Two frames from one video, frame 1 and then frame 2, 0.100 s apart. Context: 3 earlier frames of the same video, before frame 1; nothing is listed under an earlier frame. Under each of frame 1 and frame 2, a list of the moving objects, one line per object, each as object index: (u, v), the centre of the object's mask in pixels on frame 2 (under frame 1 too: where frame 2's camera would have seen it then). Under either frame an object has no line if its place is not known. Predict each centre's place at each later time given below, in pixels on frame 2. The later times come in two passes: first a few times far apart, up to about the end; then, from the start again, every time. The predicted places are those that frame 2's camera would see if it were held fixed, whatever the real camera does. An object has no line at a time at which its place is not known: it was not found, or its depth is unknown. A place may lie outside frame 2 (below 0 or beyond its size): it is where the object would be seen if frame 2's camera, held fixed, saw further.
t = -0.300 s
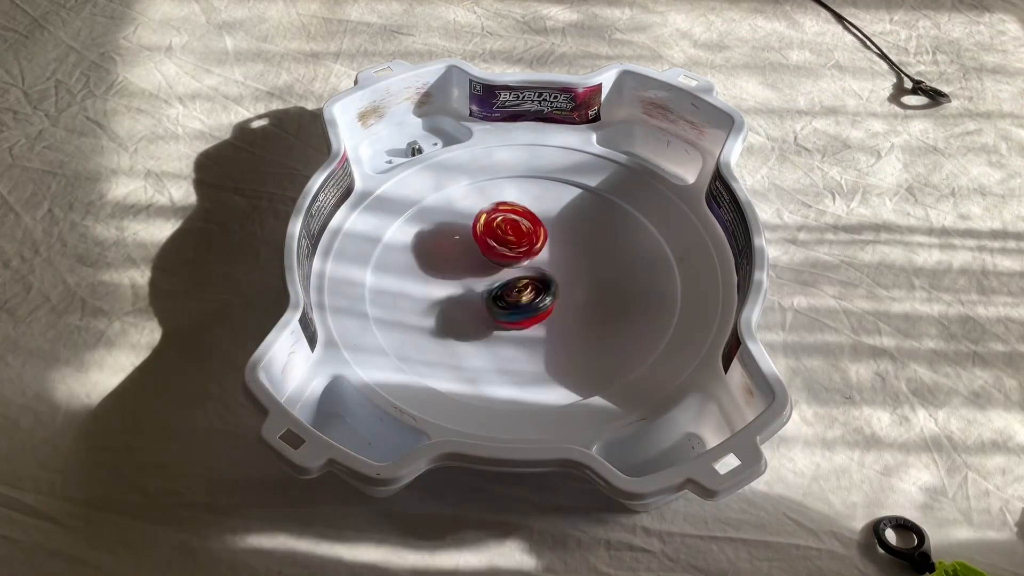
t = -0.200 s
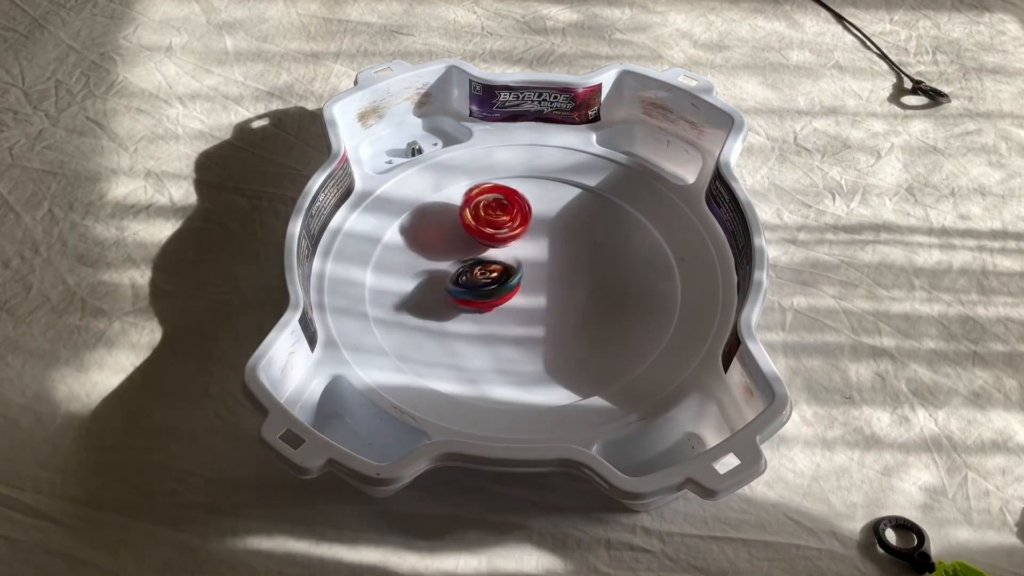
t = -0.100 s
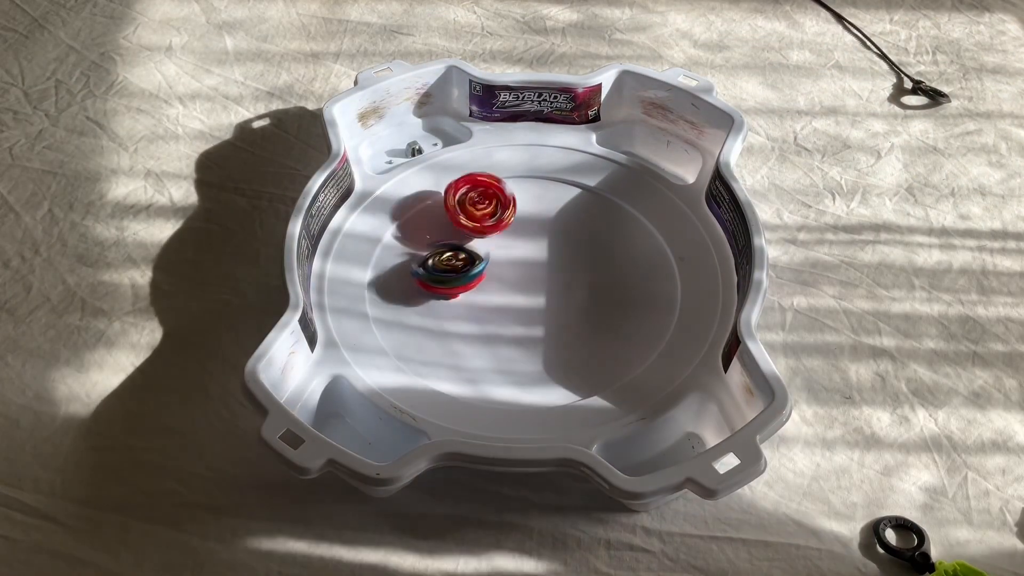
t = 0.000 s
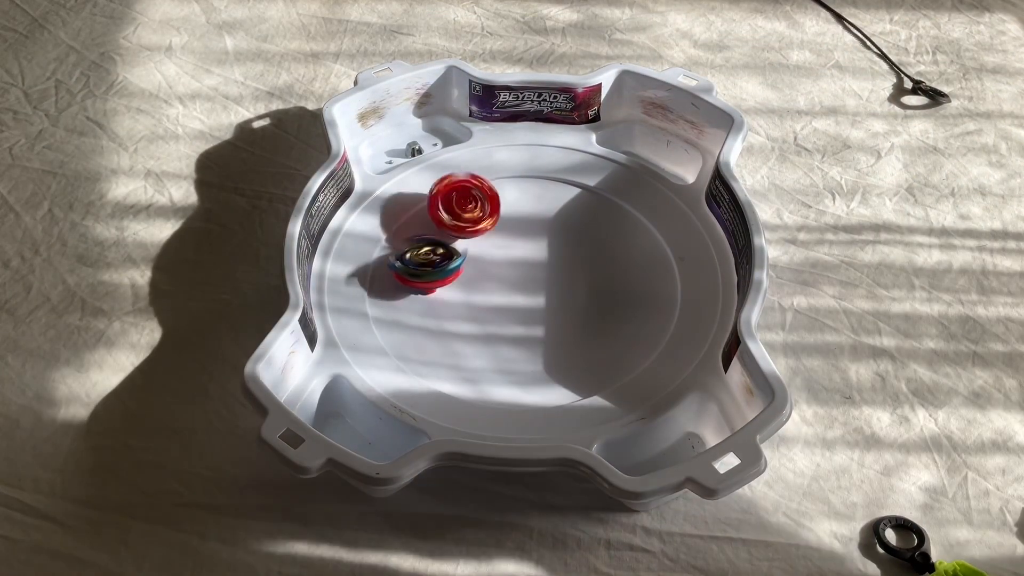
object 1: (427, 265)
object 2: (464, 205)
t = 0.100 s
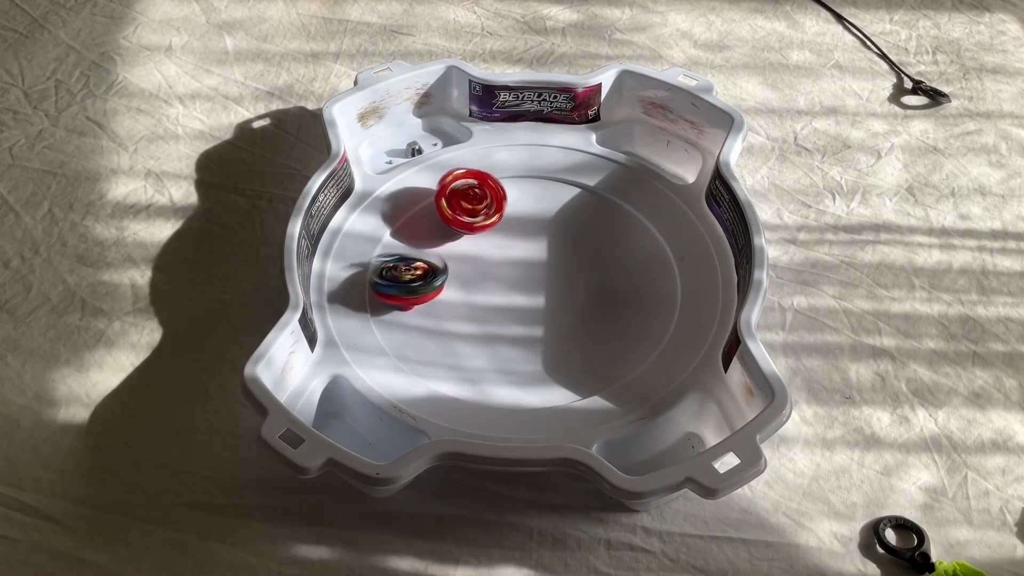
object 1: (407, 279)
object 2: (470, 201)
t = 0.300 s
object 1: (401, 318)
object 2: (496, 213)
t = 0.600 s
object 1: (421, 333)
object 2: (540, 236)
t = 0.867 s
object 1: (421, 283)
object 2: (566, 232)
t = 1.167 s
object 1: (425, 237)
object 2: (570, 261)
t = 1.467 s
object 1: (415, 211)
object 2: (558, 286)
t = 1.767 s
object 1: (434, 209)
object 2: (536, 300)
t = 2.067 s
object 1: (508, 211)
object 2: (505, 298)
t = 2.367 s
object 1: (530, 185)
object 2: (476, 278)
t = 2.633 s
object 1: (525, 211)
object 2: (443, 280)
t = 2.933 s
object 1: (596, 203)
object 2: (446, 315)
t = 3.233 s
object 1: (569, 204)
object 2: (535, 269)
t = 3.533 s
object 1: (572, 197)
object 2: (457, 313)
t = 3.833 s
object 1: (625, 224)
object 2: (386, 342)
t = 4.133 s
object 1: (603, 229)
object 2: (371, 424)
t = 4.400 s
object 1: (527, 302)
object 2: (320, 390)
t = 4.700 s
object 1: (542, 336)
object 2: (325, 394)
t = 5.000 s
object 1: (539, 290)
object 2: (325, 395)
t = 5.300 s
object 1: (440, 271)
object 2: (325, 395)
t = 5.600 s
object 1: (464, 317)
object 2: (324, 395)
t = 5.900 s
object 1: (531, 236)
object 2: (325, 395)
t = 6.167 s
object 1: (460, 190)
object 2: (325, 395)
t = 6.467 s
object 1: (472, 270)
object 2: (325, 395)
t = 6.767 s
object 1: (581, 269)
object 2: (325, 395)
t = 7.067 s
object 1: (565, 207)
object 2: (325, 395)
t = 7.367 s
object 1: (488, 283)
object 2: (325, 395)
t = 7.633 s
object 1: (529, 330)
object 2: (324, 395)
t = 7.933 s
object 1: (579, 279)
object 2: (324, 395)
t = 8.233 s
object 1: (467, 236)
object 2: (324, 395)
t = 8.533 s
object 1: (419, 280)
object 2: (323, 395)
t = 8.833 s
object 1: (534, 284)
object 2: (323, 395)
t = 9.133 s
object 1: (545, 203)
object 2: (324, 395)
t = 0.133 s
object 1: (404, 287)
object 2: (473, 200)
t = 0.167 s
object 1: (401, 293)
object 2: (478, 202)
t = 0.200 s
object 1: (398, 300)
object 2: (482, 204)
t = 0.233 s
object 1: (397, 307)
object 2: (486, 207)
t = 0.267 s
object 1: (398, 314)
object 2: (491, 210)
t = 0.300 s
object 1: (401, 318)
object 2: (496, 213)
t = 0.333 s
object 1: (402, 324)
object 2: (502, 216)
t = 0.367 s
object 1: (406, 329)
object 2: (507, 220)
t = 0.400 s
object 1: (410, 332)
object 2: (512, 223)
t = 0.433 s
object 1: (411, 334)
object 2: (518, 226)
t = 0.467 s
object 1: (415, 336)
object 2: (524, 228)
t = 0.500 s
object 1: (417, 336)
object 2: (529, 231)
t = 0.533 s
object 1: (419, 337)
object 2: (533, 233)
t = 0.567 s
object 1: (421, 335)
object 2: (537, 235)
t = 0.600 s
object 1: (421, 333)
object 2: (540, 236)
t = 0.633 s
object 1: (422, 329)
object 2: (544, 236)
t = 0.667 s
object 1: (422, 323)
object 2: (547, 235)
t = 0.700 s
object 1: (422, 318)
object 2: (550, 235)
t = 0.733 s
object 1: (421, 311)
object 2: (554, 234)
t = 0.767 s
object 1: (420, 303)
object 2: (557, 232)
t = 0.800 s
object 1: (421, 297)
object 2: (560, 231)
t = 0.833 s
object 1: (421, 290)
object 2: (564, 231)
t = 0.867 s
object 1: (421, 283)
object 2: (566, 232)
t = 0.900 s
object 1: (423, 277)
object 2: (569, 235)
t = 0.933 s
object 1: (423, 271)
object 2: (571, 236)
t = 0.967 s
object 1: (424, 264)
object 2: (572, 239)
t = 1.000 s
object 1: (425, 259)
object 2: (572, 242)
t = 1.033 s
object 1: (426, 253)
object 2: (572, 246)
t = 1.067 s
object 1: (425, 249)
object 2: (572, 250)
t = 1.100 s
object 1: (424, 243)
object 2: (572, 253)
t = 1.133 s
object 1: (425, 239)
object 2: (571, 257)
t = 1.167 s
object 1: (425, 237)
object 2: (570, 261)
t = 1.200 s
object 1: (425, 235)
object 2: (569, 263)
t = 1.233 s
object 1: (424, 232)
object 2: (568, 267)
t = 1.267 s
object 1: (422, 229)
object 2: (567, 270)
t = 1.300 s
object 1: (421, 227)
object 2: (565, 273)
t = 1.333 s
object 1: (420, 224)
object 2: (564, 276)
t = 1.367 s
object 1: (419, 221)
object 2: (563, 279)
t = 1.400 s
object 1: (417, 218)
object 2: (561, 281)
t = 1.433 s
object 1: (416, 214)
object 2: (560, 284)
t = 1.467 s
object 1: (415, 211)
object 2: (558, 286)
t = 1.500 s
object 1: (414, 209)
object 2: (556, 288)
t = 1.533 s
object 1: (412, 206)
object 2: (554, 290)
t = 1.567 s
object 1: (411, 203)
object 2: (552, 292)
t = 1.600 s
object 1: (413, 204)
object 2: (549, 294)
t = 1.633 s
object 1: (415, 206)
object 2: (547, 295)
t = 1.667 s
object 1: (418, 207)
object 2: (544, 298)
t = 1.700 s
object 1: (423, 207)
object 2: (541, 298)
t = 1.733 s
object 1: (428, 208)
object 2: (539, 300)
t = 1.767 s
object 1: (434, 209)
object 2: (536, 300)
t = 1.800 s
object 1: (441, 210)
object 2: (533, 301)
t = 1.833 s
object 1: (450, 211)
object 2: (529, 301)
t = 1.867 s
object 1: (458, 213)
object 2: (526, 301)
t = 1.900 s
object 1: (466, 214)
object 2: (522, 301)
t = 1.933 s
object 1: (474, 214)
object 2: (519, 301)
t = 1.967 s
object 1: (482, 214)
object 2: (516, 300)
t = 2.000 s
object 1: (490, 214)
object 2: (512, 299)
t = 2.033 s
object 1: (500, 213)
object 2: (508, 298)
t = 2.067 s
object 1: (508, 211)
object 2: (505, 298)
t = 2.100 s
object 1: (516, 209)
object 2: (501, 296)
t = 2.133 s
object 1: (523, 207)
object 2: (498, 294)
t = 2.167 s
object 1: (528, 203)
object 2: (494, 292)
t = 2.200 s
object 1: (532, 200)
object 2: (490, 289)
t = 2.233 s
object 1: (535, 197)
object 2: (487, 287)
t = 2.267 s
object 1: (536, 193)
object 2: (484, 285)
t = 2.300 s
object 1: (535, 191)
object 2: (482, 282)
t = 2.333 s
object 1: (533, 187)
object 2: (479, 280)
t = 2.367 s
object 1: (530, 185)
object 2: (476, 278)
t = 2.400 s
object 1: (527, 181)
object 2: (475, 276)
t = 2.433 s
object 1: (523, 180)
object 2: (473, 274)
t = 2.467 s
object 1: (520, 180)
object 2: (471, 271)
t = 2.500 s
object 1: (515, 184)
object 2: (470, 269)
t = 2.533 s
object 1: (512, 190)
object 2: (470, 266)
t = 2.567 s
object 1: (508, 200)
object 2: (470, 264)
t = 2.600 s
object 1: (511, 210)
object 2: (462, 267)
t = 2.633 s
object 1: (525, 211)
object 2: (443, 280)
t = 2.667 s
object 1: (540, 212)
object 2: (428, 290)
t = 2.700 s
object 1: (553, 212)
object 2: (417, 299)
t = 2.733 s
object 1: (566, 212)
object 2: (412, 305)
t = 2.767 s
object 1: (576, 211)
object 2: (410, 310)
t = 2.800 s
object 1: (584, 210)
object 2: (411, 314)
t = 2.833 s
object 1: (589, 209)
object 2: (417, 315)
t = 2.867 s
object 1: (592, 208)
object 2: (424, 315)
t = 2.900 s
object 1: (594, 205)
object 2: (434, 317)
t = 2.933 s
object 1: (596, 203)
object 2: (446, 315)
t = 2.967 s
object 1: (597, 201)
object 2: (458, 314)
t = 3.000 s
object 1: (598, 199)
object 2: (472, 312)
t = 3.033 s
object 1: (599, 195)
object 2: (483, 308)
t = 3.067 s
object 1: (599, 193)
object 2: (496, 303)
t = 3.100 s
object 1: (598, 190)
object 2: (506, 296)
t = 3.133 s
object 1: (593, 189)
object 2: (516, 289)
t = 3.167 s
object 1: (586, 191)
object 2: (525, 283)
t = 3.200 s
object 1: (578, 196)
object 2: (531, 276)
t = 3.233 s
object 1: (569, 204)
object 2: (535, 269)
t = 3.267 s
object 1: (568, 205)
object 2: (526, 273)
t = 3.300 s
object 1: (573, 198)
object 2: (504, 286)
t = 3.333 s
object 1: (577, 193)
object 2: (485, 296)
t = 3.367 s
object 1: (580, 191)
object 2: (468, 302)
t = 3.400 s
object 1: (583, 188)
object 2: (457, 306)
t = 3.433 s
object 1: (582, 188)
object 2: (451, 309)
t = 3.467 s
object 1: (580, 188)
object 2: (449, 311)
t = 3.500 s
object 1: (576, 192)
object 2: (452, 312)
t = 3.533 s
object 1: (572, 197)
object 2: (457, 313)
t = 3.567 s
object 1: (565, 205)
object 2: (464, 314)
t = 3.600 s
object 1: (558, 215)
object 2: (472, 314)
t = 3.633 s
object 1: (552, 227)
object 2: (481, 312)
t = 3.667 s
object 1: (549, 240)
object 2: (490, 310)
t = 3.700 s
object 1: (546, 252)
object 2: (499, 306)
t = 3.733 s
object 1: (560, 251)
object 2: (480, 313)
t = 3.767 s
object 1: (586, 241)
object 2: (440, 332)
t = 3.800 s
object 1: (610, 232)
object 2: (408, 341)
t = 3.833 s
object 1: (625, 224)
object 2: (386, 342)
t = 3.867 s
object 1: (637, 218)
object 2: (365, 349)
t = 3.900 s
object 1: (646, 213)
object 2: (346, 369)
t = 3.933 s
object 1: (645, 213)
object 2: (322, 386)
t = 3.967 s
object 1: (639, 213)
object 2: (338, 403)
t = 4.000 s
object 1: (634, 216)
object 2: (354, 417)
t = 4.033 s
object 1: (628, 218)
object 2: (372, 424)
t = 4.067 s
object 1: (621, 220)
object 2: (376, 426)
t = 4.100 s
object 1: (613, 225)
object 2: (375, 425)
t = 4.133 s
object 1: (603, 229)
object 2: (371, 424)
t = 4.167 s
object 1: (589, 237)
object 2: (364, 421)
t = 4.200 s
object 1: (578, 246)
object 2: (357, 416)
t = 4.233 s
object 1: (567, 255)
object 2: (346, 410)
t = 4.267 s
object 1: (555, 265)
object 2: (337, 402)
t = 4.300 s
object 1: (547, 275)
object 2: (326, 394)
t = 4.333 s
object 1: (539, 284)
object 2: (324, 392)
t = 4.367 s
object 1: (532, 293)
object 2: (324, 391)
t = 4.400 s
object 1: (527, 302)
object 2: (320, 390)
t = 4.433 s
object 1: (522, 310)
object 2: (322, 391)
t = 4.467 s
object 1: (520, 317)
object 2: (325, 393)
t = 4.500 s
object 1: (520, 323)
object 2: (325, 394)
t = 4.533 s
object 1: (520, 328)
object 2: (323, 393)
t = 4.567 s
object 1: (523, 332)
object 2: (325, 394)
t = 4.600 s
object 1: (525, 334)
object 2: (325, 394)
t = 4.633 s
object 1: (530, 336)
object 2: (325, 394)
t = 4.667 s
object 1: (536, 336)
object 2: (325, 394)
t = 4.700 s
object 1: (542, 336)
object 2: (325, 394)
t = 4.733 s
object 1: (549, 334)
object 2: (325, 394)
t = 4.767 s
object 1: (556, 333)
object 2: (325, 394)
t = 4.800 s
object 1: (562, 331)
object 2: (325, 394)
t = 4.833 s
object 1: (568, 326)
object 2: (325, 395)
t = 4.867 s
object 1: (569, 320)
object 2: (324, 395)
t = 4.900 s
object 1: (568, 312)
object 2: (324, 395)
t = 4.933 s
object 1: (561, 304)
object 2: (325, 395)
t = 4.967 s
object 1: (552, 297)
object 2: (325, 395)
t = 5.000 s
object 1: (539, 290)
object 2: (325, 395)
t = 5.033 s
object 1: (527, 284)
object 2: (325, 395)
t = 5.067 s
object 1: (513, 279)
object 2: (325, 395)
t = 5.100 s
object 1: (500, 276)
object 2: (325, 395)
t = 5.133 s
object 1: (488, 273)
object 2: (325, 395)
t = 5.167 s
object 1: (477, 271)
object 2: (325, 395)
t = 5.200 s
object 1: (467, 270)
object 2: (325, 395)
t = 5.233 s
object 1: (457, 269)
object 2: (325, 395)
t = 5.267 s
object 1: (449, 270)
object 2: (325, 395)
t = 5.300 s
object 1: (440, 271)
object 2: (325, 395)
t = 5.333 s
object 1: (434, 275)
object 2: (325, 395)
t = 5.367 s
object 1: (428, 279)
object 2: (325, 395)
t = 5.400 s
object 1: (424, 284)
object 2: (325, 395)
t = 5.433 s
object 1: (421, 291)
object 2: (325, 395)
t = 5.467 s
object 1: (423, 299)
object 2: (325, 395)
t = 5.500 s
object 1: (428, 306)
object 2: (325, 395)
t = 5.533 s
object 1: (437, 312)
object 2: (325, 395)
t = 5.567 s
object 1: (449, 316)
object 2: (325, 395)
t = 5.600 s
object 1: (464, 317)
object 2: (324, 395)
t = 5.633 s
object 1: (479, 314)
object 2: (325, 395)
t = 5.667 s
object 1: (494, 308)
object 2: (325, 395)
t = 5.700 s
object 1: (505, 300)
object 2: (325, 395)
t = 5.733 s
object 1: (516, 290)
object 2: (325, 395)
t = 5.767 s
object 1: (523, 279)
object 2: (325, 395)
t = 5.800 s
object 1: (529, 268)
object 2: (325, 395)
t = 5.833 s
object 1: (532, 257)
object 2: (325, 395)
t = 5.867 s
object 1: (533, 248)
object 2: (325, 395)
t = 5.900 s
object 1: (531, 236)
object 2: (325, 395)
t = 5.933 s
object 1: (529, 227)
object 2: (325, 395)
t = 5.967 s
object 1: (523, 217)
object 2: (325, 395)
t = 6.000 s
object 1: (517, 208)
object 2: (325, 395)
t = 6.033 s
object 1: (506, 202)
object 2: (325, 395)
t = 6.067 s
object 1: (496, 196)
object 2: (325, 395)
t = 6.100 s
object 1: (484, 193)
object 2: (325, 395)
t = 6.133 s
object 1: (472, 190)
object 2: (325, 395)
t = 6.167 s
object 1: (460, 190)
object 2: (325, 395)
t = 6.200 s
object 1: (450, 191)
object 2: (325, 395)
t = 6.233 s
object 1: (441, 196)
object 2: (325, 395)
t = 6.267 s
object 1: (433, 202)
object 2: (325, 395)
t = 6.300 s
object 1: (432, 212)
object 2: (325, 395)
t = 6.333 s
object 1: (432, 224)
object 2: (325, 395)
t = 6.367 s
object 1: (436, 236)
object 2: (325, 395)
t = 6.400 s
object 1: (446, 250)
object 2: (325, 395)
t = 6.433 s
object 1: (456, 260)
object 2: (325, 395)
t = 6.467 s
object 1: (472, 270)
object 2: (325, 395)
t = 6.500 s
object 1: (486, 277)
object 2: (325, 395)
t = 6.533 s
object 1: (503, 282)
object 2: (325, 395)
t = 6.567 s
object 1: (518, 286)
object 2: (325, 395)
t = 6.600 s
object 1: (532, 286)
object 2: (325, 395)
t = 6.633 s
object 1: (545, 287)
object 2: (325, 395)
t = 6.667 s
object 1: (555, 284)
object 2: (325, 395)
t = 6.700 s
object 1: (565, 281)
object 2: (325, 395)
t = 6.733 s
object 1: (572, 276)
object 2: (325, 395)
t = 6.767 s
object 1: (581, 269)
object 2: (325, 395)
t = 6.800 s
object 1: (587, 263)
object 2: (325, 395)
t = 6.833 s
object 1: (592, 255)
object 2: (325, 395)
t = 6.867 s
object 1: (596, 246)
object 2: (325, 395)
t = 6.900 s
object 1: (598, 237)
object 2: (325, 395)
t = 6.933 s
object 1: (598, 227)
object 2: (325, 395)
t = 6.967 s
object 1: (593, 219)
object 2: (325, 395)
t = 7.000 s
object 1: (586, 213)
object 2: (325, 395)
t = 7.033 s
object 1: (577, 208)
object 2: (325, 395)
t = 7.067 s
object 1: (565, 207)
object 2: (325, 395)
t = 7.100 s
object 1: (551, 207)
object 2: (325, 395)
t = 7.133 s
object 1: (538, 212)
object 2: (325, 395)
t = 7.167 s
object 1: (525, 219)
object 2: (324, 395)
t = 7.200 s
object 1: (513, 228)
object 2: (325, 395)
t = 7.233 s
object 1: (504, 239)
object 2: (325, 395)
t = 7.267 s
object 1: (496, 250)
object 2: (325, 395)
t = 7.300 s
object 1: (492, 261)
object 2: (325, 395)
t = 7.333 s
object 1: (489, 274)
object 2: (325, 395)
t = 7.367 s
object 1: (488, 283)
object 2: (325, 395)
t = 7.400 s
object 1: (490, 293)
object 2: (325, 395)
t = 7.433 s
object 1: (491, 302)
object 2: (325, 395)
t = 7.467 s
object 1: (495, 309)
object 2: (324, 395)
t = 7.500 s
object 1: (501, 315)
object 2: (324, 395)
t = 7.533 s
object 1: (506, 321)
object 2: (324, 395)
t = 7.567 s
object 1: (513, 324)
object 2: (324, 395)
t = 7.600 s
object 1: (521, 328)
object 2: (324, 395)
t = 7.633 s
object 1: (529, 330)
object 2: (324, 395)
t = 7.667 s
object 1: (538, 331)
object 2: (324, 395)
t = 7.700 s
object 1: (549, 332)
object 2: (324, 395)
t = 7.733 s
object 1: (558, 330)
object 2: (324, 395)
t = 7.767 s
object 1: (568, 325)
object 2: (324, 395)
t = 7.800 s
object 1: (578, 319)
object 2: (324, 395)
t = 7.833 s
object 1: (584, 311)
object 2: (324, 395)
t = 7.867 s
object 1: (587, 300)
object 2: (324, 395)
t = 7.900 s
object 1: (586, 289)
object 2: (324, 395)
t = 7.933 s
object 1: (579, 279)
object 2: (324, 395)
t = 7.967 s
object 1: (570, 268)
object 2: (324, 395)
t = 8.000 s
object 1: (560, 260)
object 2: (324, 395)
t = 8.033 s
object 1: (547, 253)
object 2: (324, 395)
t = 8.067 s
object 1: (532, 246)
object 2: (324, 395)
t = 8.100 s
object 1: (519, 241)
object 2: (324, 395)
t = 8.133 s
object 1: (506, 239)
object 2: (324, 395)
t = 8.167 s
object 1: (491, 237)
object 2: (324, 395)
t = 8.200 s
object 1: (478, 236)
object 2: (324, 395)
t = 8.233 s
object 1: (467, 236)
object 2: (324, 395)
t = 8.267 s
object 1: (456, 238)
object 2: (324, 395)
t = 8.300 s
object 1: (446, 240)
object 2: (323, 395)
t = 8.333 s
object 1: (440, 243)
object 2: (324, 395)
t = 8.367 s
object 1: (433, 248)
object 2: (324, 395)
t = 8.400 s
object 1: (427, 252)
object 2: (323, 395)
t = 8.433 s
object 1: (423, 257)
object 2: (323, 395)
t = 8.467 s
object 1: (420, 265)
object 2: (323, 395)
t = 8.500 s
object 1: (418, 272)
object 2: (323, 395)
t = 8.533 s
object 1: (419, 280)
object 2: (323, 395)
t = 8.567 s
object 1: (425, 288)
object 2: (323, 395)
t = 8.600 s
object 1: (434, 296)
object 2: (324, 395)
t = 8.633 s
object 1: (445, 302)
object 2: (323, 395)
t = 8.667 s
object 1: (460, 306)
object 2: (323, 395)
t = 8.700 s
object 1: (478, 307)
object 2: (323, 395)
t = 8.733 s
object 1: (493, 305)
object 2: (323, 395)
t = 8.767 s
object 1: (508, 299)
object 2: (323, 395)
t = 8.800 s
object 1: (521, 292)
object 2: (323, 395)
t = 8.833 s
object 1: (534, 284)
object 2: (323, 395)
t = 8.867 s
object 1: (542, 274)
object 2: (323, 395)
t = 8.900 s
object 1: (548, 264)
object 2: (323, 395)
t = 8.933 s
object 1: (554, 253)
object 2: (323, 395)
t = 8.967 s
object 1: (557, 244)
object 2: (323, 395)
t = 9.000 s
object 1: (557, 234)
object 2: (324, 395)
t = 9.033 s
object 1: (555, 224)
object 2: (324, 395)
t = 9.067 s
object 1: (554, 216)
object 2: (324, 395)
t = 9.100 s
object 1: (550, 209)
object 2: (324, 395)
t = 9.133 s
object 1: (545, 203)
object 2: (324, 395)
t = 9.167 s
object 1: (538, 198)
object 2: (324, 395)
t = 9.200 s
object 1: (530, 194)
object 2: (324, 395)
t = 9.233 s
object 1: (522, 191)
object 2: (324, 395)
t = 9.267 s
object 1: (512, 190)
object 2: (324, 395)
